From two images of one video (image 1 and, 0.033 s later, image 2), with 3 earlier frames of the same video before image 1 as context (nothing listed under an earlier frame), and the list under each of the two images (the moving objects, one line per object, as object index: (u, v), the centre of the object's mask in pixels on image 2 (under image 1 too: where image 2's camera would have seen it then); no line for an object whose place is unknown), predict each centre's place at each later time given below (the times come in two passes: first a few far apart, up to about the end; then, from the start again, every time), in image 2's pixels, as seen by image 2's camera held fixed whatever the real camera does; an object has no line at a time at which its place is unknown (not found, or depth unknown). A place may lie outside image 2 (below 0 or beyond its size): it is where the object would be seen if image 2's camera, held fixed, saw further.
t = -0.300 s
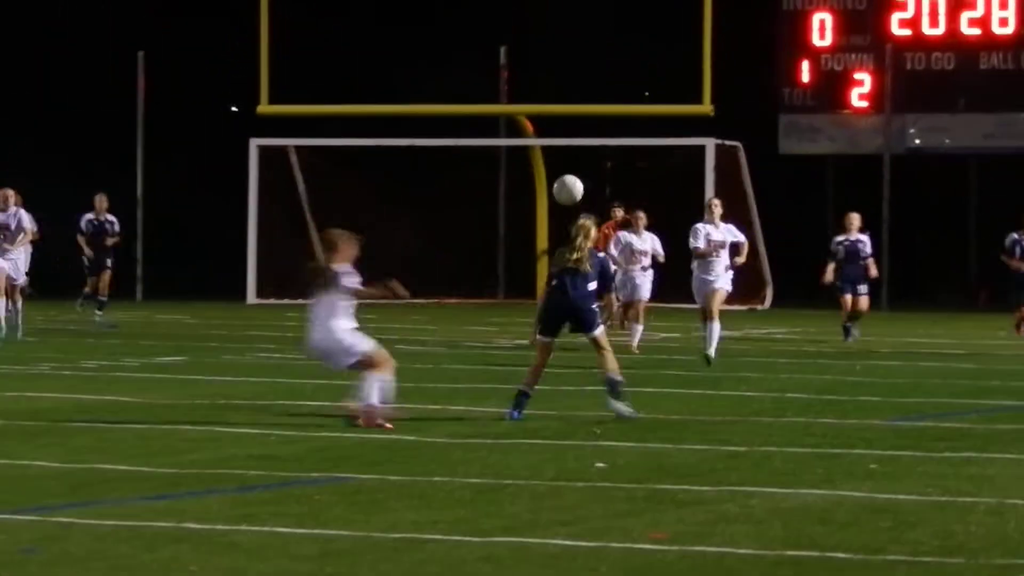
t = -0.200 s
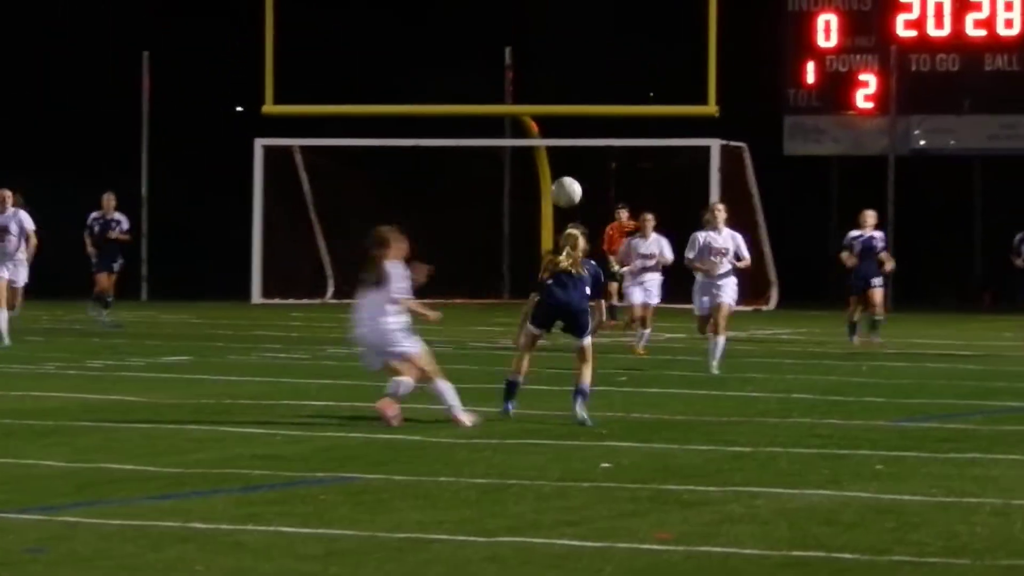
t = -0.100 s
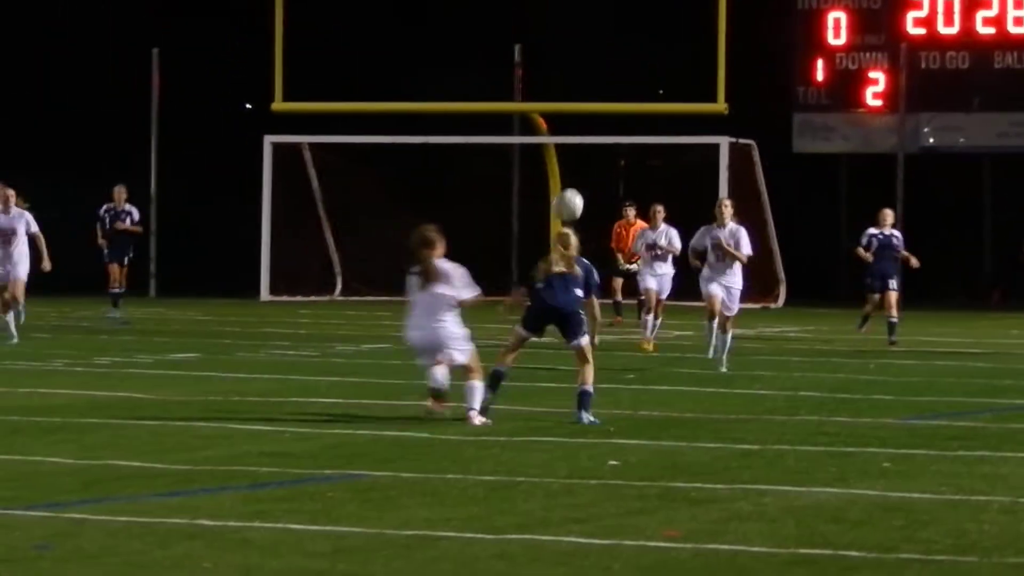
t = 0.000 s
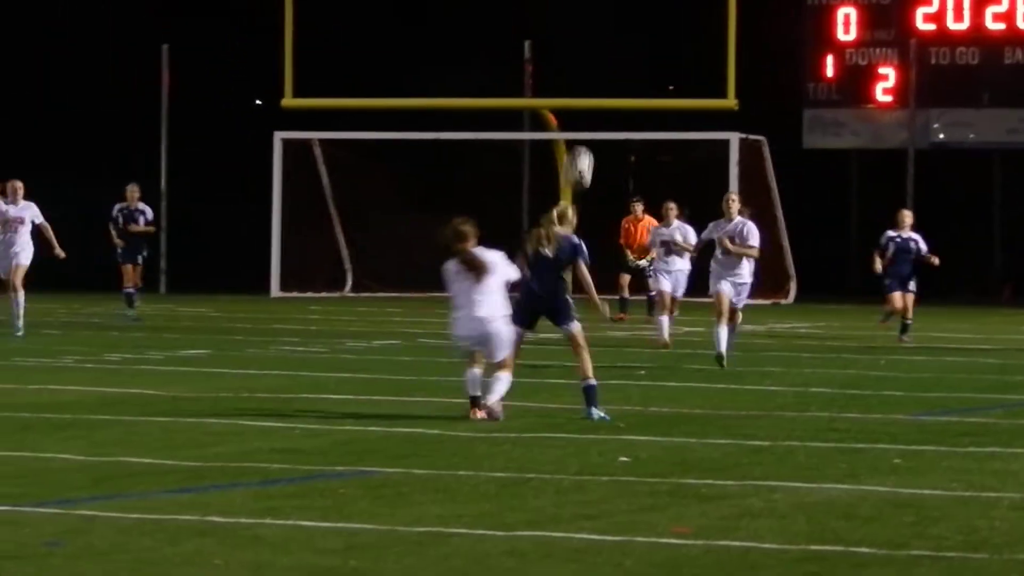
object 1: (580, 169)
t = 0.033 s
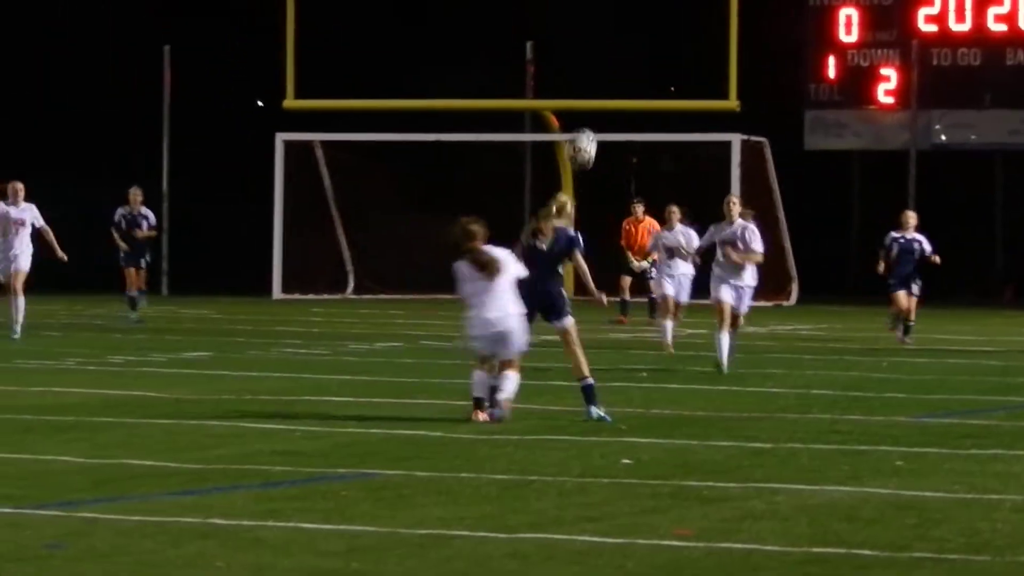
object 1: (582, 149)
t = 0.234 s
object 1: (587, 55)
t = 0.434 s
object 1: (594, 15)
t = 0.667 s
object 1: (600, 42)
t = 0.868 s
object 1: (606, 124)
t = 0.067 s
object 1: (582, 130)
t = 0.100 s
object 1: (582, 113)
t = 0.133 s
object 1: (584, 96)
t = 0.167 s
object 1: (585, 80)
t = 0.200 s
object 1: (586, 68)
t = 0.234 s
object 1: (587, 55)
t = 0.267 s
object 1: (588, 45)
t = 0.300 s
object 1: (589, 36)
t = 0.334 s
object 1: (591, 29)
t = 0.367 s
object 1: (592, 23)
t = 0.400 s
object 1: (593, 19)
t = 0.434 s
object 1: (594, 15)
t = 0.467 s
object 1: (595, 15)
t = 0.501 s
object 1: (596, 16)
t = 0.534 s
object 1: (596, 18)
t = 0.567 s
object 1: (597, 22)
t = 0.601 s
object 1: (598, 27)
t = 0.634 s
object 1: (600, 33)
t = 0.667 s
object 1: (600, 42)
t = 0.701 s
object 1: (601, 52)
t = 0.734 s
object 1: (601, 64)
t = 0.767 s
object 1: (602, 75)
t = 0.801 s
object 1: (603, 89)
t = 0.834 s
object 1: (603, 106)
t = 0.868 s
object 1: (606, 124)
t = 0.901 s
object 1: (605, 146)
